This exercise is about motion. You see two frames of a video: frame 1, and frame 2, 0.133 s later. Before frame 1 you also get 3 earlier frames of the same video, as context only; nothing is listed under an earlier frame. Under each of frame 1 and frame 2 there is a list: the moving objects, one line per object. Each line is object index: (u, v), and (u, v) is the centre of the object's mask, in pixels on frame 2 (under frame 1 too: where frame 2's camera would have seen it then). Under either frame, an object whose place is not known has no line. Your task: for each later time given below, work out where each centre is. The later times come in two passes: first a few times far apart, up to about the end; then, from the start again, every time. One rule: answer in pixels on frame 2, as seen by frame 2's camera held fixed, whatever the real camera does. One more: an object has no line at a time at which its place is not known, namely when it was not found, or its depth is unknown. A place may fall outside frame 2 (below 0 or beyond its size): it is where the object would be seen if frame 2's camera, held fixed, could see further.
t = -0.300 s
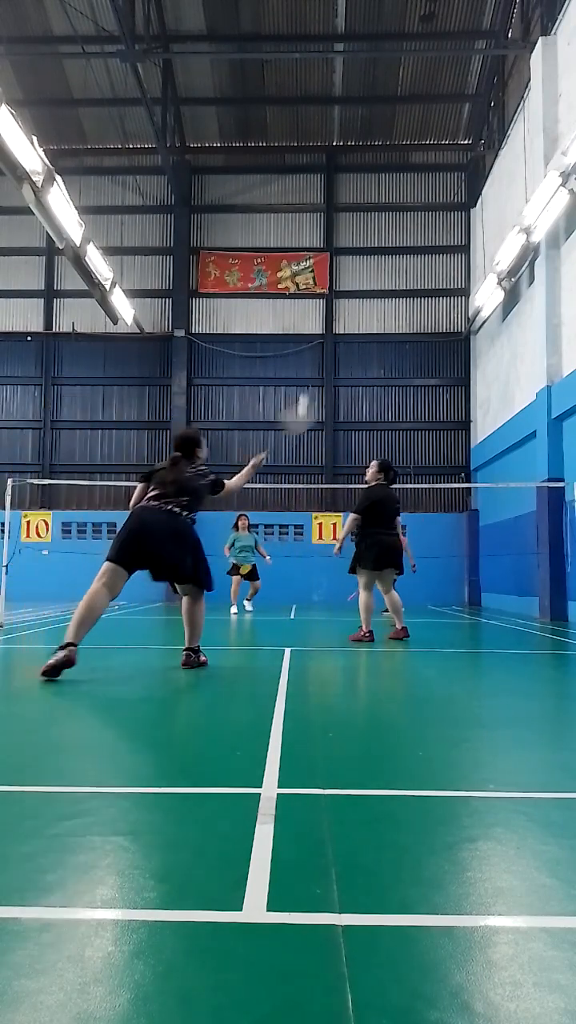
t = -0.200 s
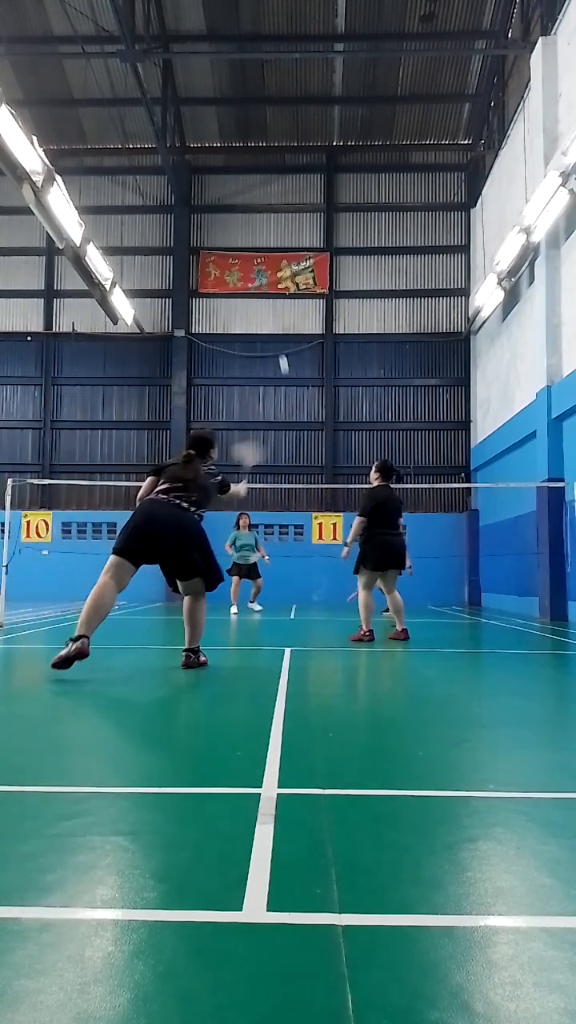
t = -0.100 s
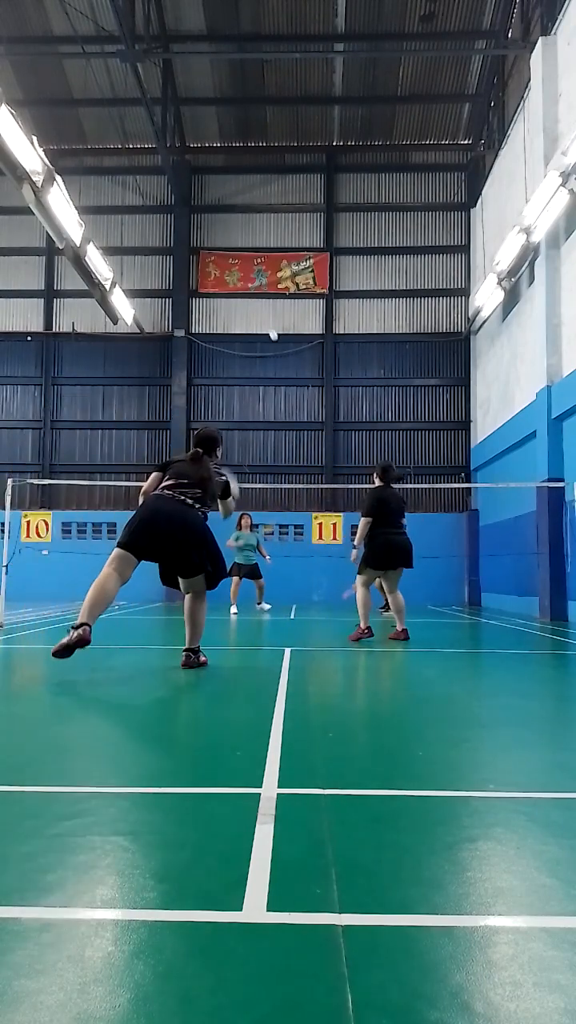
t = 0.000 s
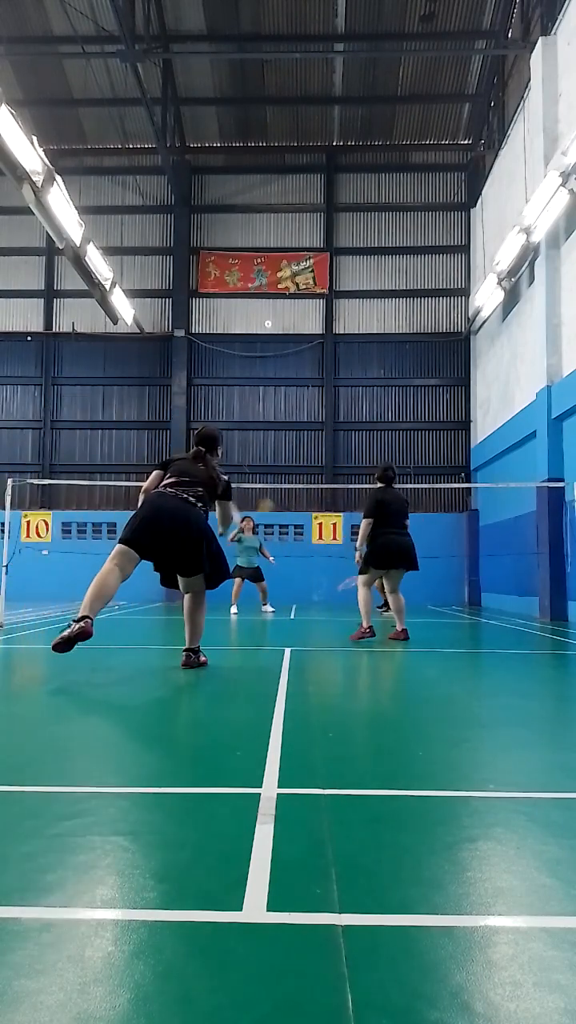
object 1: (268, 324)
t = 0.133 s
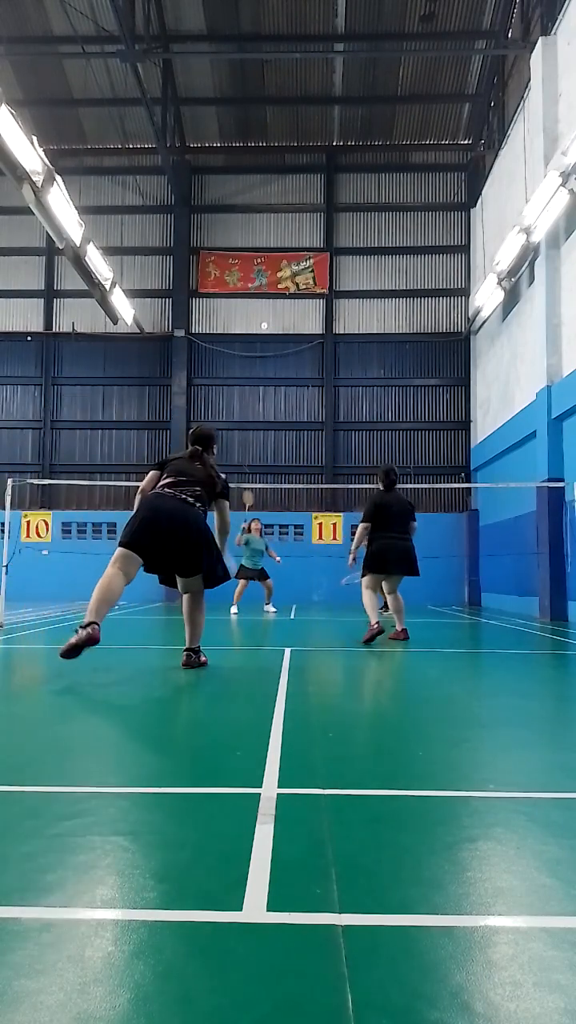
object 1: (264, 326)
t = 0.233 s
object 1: (262, 335)
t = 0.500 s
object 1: (260, 378)
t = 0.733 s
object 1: (261, 434)
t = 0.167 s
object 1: (263, 328)
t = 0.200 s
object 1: (262, 331)
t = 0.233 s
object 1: (262, 335)
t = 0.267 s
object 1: (261, 338)
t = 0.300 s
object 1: (261, 342)
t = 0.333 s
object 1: (261, 347)
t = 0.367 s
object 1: (261, 352)
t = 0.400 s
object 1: (261, 358)
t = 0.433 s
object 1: (260, 364)
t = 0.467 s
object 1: (260, 371)
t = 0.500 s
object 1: (260, 378)
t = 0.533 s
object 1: (260, 385)
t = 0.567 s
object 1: (261, 393)
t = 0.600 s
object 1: (261, 399)
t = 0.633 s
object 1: (261, 408)
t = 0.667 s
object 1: (261, 417)
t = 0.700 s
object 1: (261, 425)
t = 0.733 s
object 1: (261, 434)
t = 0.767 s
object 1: (262, 443)
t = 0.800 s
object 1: (262, 453)
